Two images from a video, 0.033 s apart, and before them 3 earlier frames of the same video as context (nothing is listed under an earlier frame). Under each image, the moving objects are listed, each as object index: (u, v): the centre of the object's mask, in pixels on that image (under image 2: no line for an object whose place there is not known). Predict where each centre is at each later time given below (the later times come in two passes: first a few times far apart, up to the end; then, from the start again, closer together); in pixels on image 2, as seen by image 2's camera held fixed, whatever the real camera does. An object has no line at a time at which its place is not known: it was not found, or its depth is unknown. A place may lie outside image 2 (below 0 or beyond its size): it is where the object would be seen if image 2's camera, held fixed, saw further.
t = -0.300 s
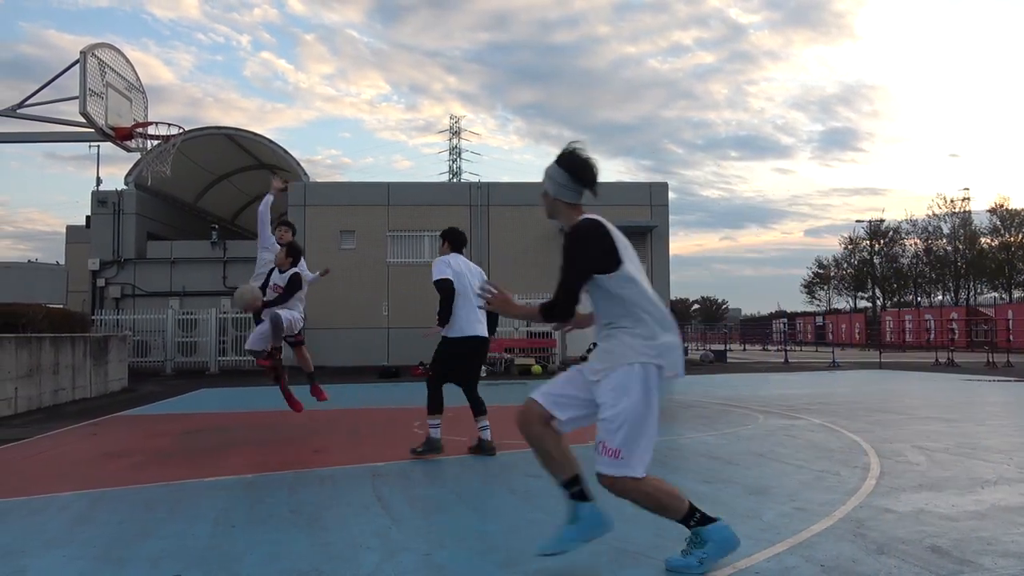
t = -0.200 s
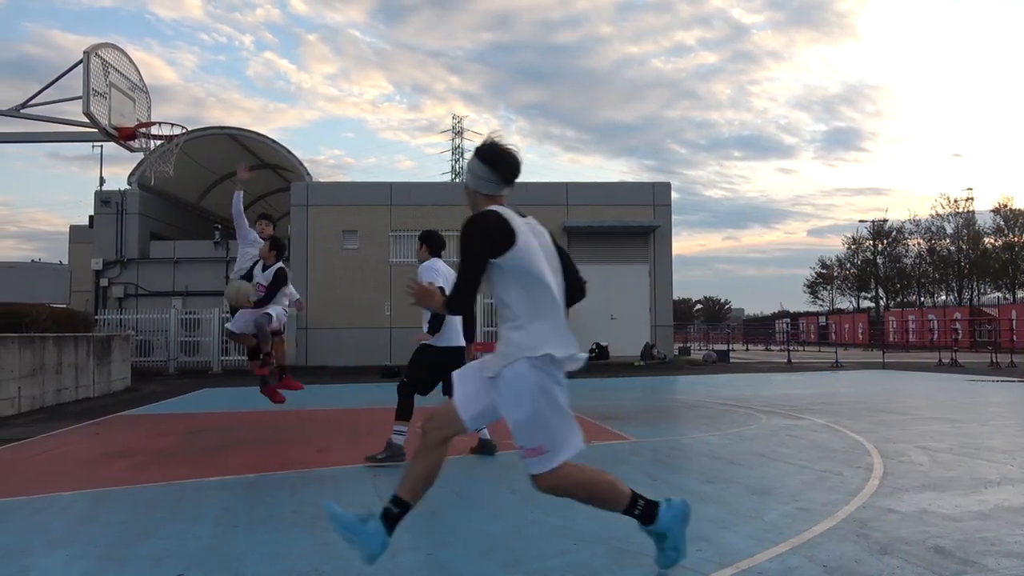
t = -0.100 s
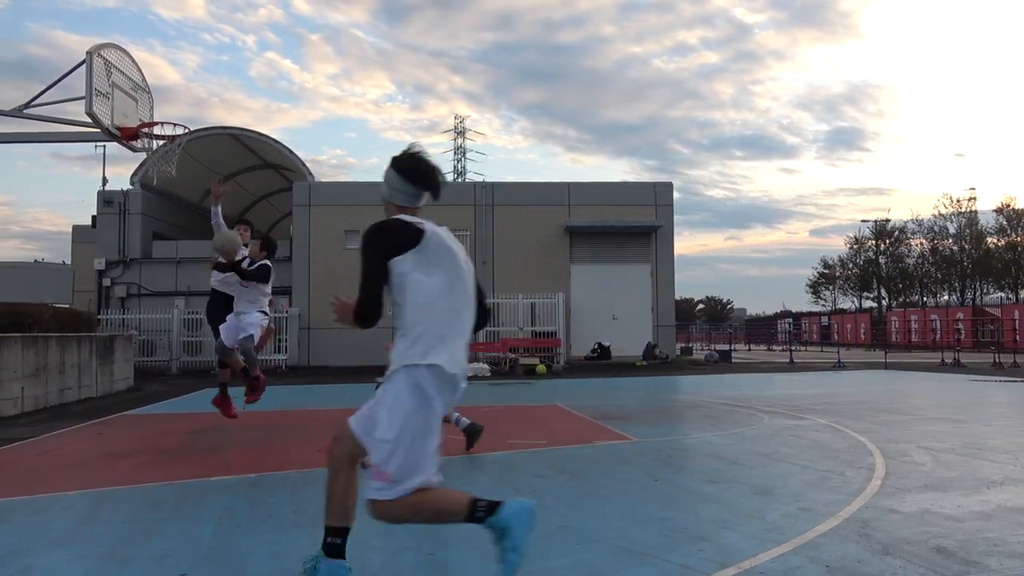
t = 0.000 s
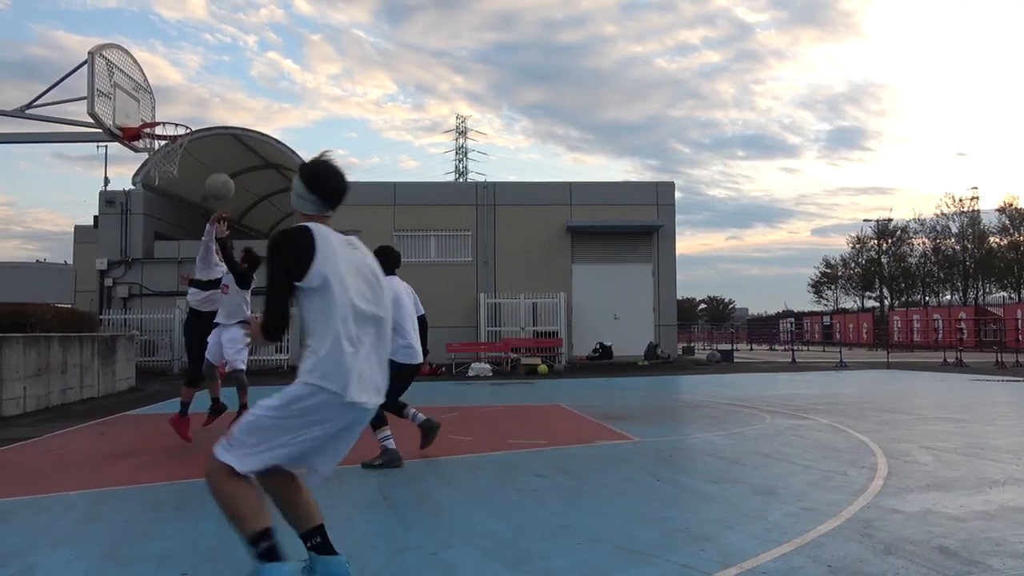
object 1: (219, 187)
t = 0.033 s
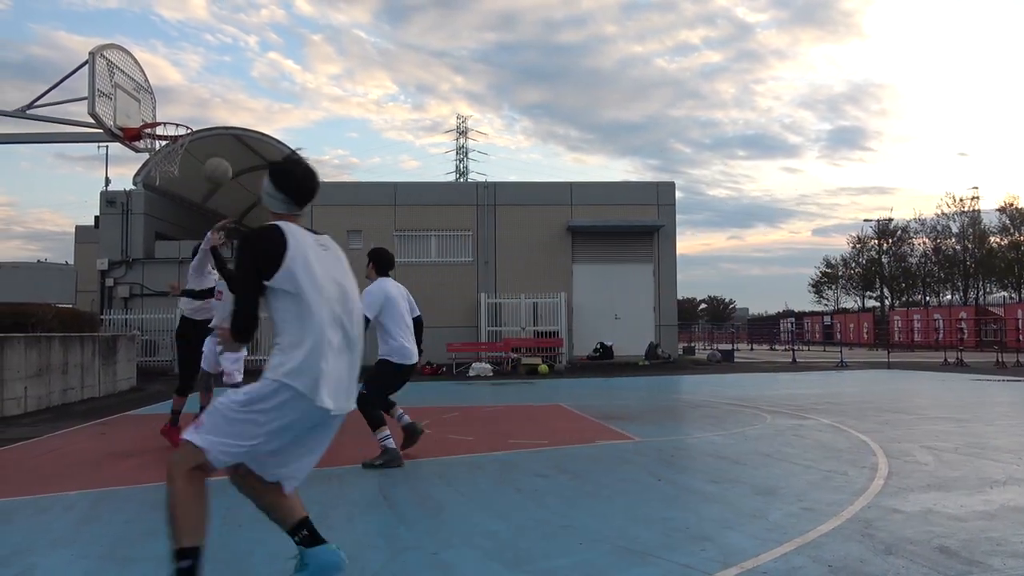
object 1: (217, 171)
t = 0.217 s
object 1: (201, 110)
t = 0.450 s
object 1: (182, 88)
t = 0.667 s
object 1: (165, 114)
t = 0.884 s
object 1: (178, 144)
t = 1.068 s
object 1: (177, 145)
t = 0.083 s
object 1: (213, 150)
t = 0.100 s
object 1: (211, 144)
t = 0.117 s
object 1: (210, 139)
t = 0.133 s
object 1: (208, 133)
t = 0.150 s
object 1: (207, 128)
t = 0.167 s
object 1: (205, 124)
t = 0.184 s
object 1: (204, 119)
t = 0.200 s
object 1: (203, 114)
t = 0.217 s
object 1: (201, 110)
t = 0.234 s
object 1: (200, 107)
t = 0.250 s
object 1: (198, 104)
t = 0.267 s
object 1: (197, 101)
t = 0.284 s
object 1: (195, 98)
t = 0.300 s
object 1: (194, 96)
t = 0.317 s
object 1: (193, 94)
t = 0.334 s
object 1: (191, 92)
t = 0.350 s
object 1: (190, 91)
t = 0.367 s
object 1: (189, 90)
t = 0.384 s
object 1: (187, 89)
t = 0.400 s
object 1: (186, 88)
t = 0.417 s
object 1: (185, 88)
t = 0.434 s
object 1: (183, 88)
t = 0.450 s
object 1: (182, 88)
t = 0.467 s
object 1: (181, 88)
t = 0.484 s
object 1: (179, 89)
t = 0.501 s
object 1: (178, 90)
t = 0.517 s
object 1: (177, 92)
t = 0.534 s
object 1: (175, 93)
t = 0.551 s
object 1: (174, 95)
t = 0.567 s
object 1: (173, 97)
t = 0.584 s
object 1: (171, 99)
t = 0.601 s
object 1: (170, 102)
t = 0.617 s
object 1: (169, 105)
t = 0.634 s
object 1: (167, 108)
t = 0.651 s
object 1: (166, 111)
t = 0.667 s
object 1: (165, 114)
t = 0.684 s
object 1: (164, 119)
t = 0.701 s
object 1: (162, 124)
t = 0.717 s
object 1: (161, 128)
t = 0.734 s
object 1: (162, 131)
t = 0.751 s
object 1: (163, 132)
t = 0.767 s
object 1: (166, 134)
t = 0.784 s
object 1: (167, 135)
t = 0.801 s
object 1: (170, 138)
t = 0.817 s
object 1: (172, 141)
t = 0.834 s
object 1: (174, 143)
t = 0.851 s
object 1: (176, 144)
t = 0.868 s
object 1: (177, 144)
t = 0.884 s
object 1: (178, 144)
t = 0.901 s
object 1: (178, 143)
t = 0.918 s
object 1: (179, 141)
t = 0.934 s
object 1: (179, 141)
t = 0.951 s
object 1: (179, 140)
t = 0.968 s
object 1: (179, 140)
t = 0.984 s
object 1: (179, 141)
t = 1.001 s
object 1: (178, 141)
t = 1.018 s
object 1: (178, 142)
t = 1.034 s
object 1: (178, 143)
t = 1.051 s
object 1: (178, 144)
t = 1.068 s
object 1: (177, 145)
